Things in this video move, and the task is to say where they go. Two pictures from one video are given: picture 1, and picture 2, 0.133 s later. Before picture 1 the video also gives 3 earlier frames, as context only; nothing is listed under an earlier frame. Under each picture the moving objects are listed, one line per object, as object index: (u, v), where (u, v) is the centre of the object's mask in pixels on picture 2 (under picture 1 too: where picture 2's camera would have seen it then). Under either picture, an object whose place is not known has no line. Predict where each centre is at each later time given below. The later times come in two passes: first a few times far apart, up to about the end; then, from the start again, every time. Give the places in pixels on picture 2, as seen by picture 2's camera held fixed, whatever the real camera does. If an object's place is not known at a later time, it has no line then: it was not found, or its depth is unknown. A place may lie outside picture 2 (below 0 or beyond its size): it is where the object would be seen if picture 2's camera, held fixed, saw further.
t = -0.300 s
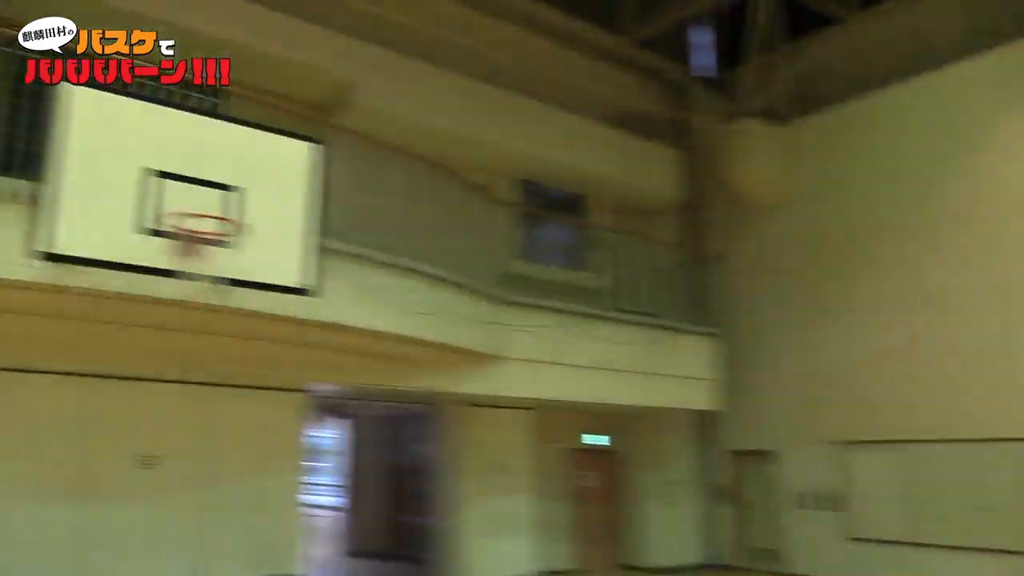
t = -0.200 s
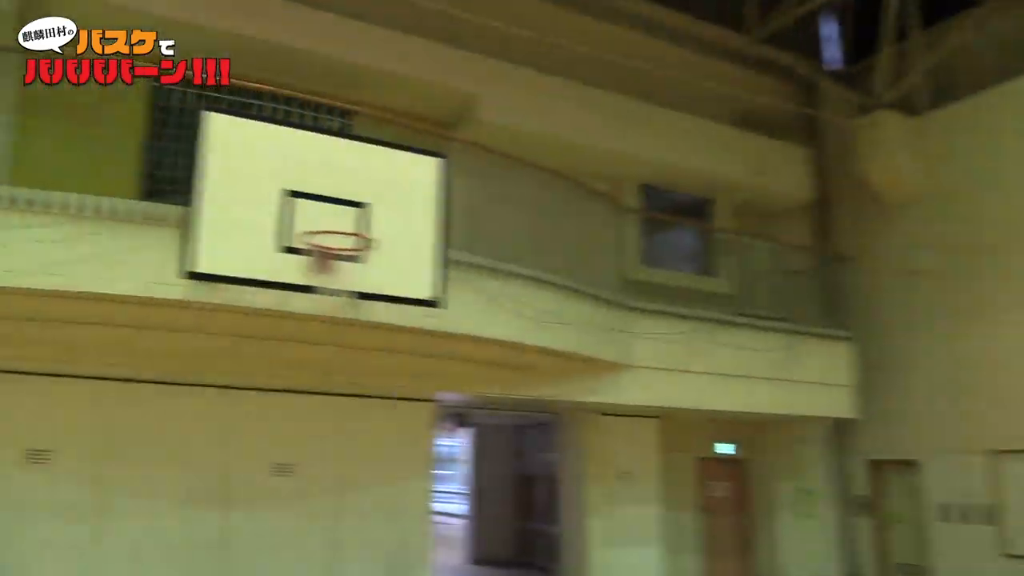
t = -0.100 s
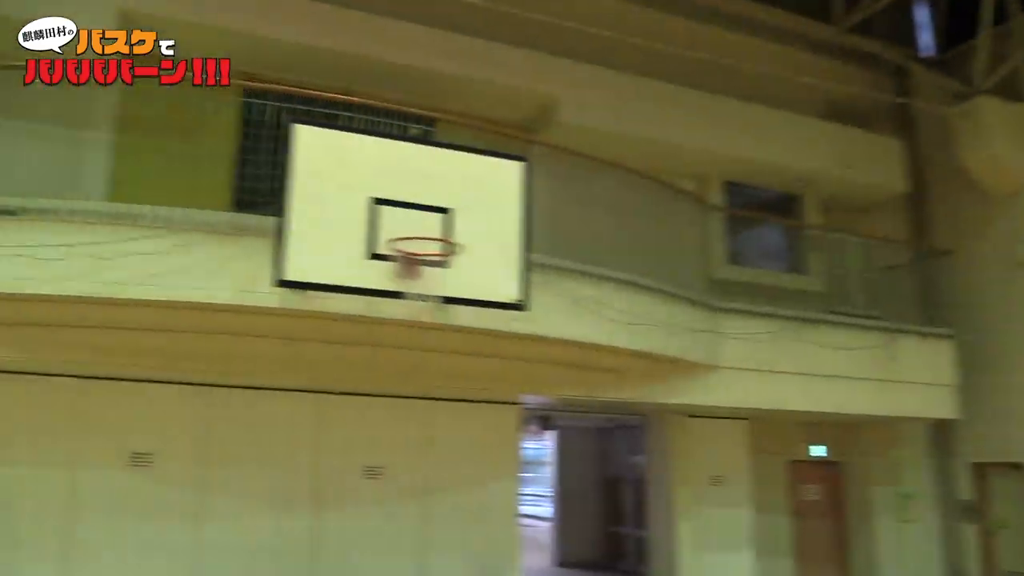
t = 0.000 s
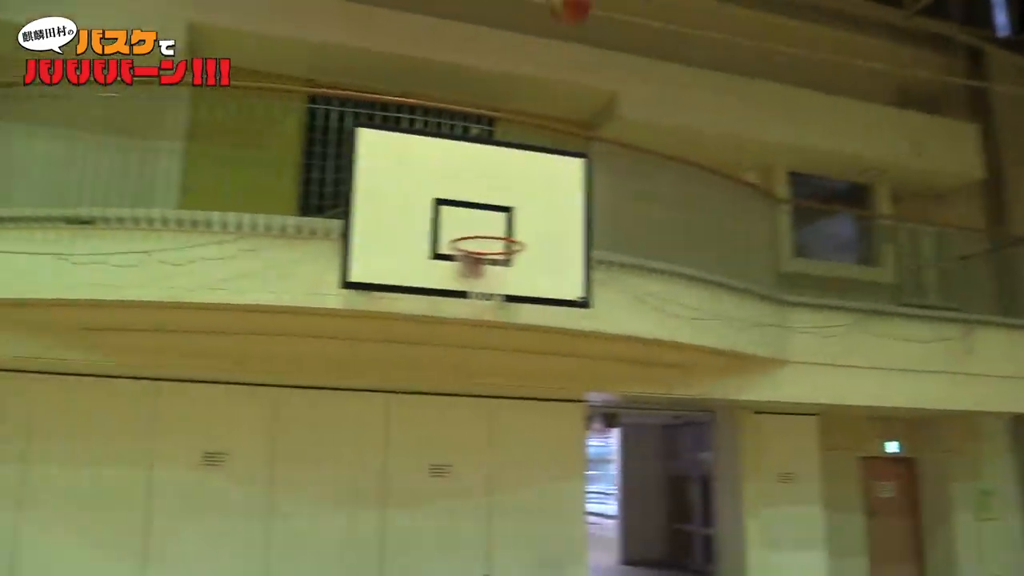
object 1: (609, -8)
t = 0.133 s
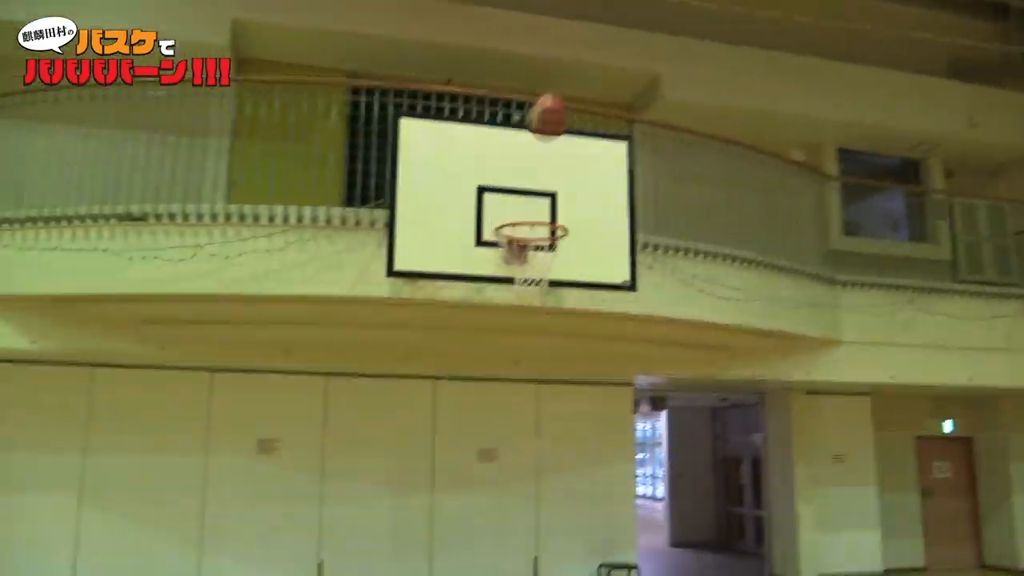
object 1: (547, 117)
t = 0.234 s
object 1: (507, 208)
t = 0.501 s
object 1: (373, 146)
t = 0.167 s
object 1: (533, 151)
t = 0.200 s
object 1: (520, 186)
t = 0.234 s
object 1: (507, 208)
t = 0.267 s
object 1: (491, 196)
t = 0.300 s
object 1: (475, 184)
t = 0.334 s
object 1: (459, 174)
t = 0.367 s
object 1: (443, 165)
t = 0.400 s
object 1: (426, 158)
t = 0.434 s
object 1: (409, 152)
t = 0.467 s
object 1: (392, 148)
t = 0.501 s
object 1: (373, 146)
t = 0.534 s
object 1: (354, 145)
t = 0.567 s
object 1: (335, 147)
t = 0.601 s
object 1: (313, 150)
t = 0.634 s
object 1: (293, 155)
